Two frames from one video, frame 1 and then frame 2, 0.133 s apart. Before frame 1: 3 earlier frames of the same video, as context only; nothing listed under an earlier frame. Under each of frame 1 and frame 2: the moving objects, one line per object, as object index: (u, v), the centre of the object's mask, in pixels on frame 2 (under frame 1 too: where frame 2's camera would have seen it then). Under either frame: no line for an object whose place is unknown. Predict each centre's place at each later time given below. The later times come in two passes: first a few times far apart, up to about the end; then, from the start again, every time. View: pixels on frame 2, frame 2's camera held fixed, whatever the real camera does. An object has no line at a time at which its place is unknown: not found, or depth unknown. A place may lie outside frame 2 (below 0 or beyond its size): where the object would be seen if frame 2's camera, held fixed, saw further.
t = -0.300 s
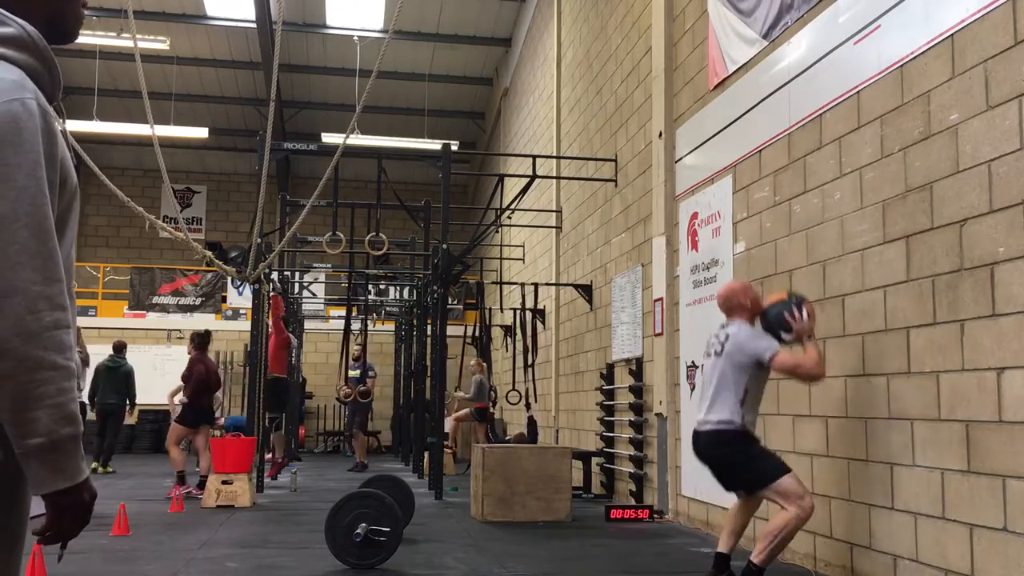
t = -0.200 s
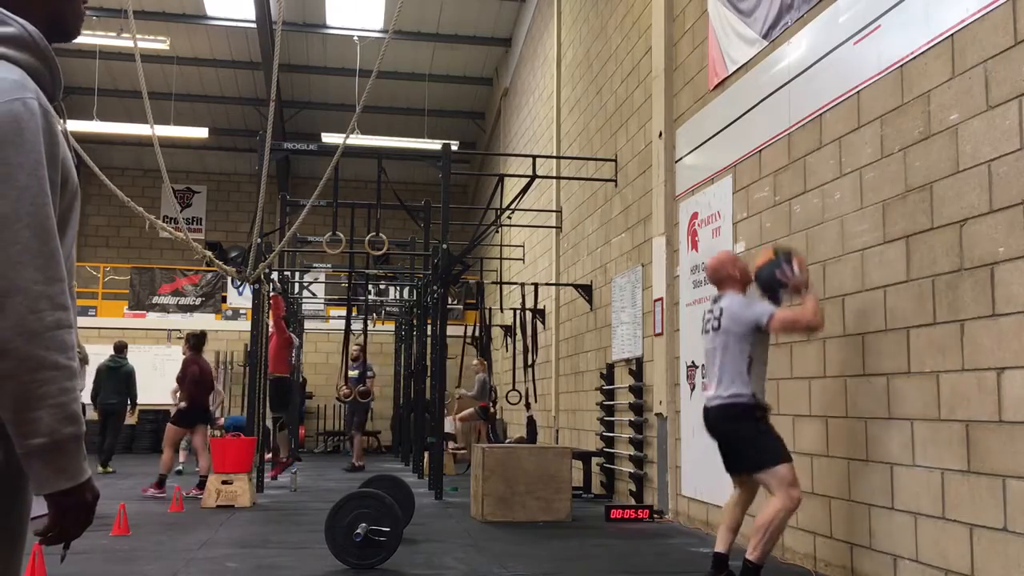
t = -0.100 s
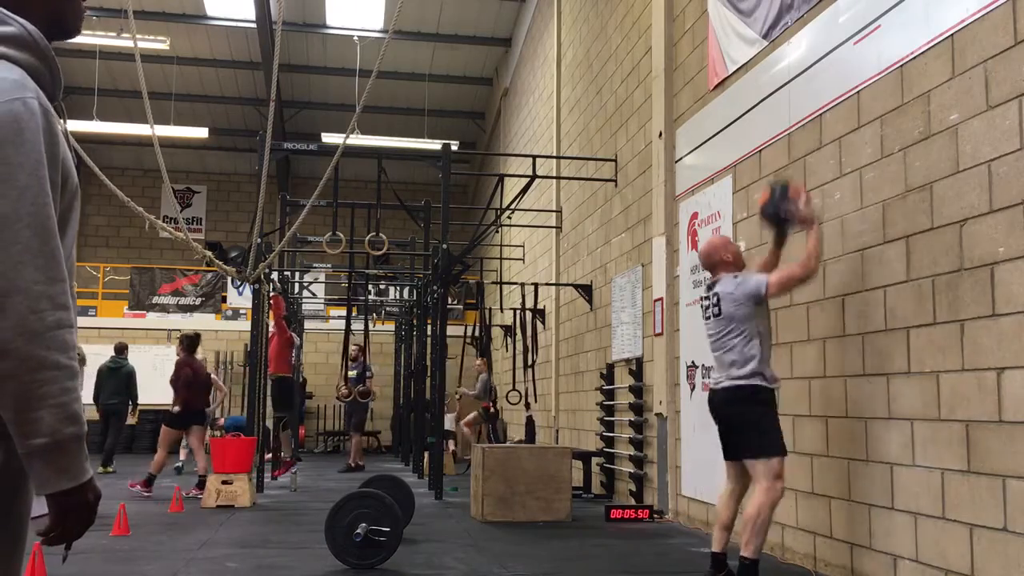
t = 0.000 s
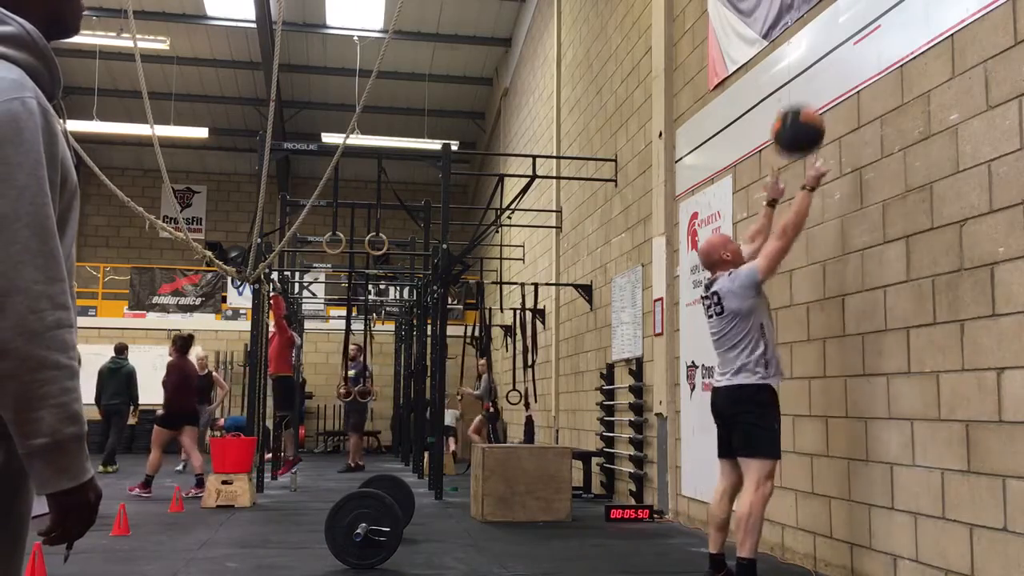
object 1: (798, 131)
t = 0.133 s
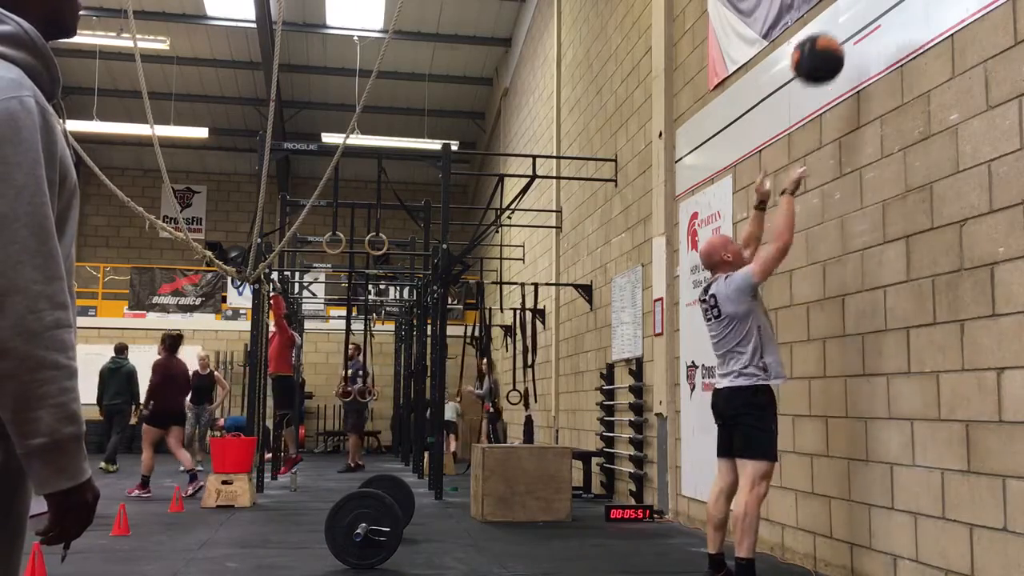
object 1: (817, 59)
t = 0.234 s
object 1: (833, 26)
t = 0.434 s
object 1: (829, 21)
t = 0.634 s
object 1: (807, 82)
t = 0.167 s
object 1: (822, 46)
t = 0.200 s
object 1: (827, 35)
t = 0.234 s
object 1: (833, 26)
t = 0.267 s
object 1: (837, 21)
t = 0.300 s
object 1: (844, 19)
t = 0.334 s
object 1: (841, 18)
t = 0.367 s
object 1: (836, 17)
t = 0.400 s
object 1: (833, 18)
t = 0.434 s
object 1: (829, 21)
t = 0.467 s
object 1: (826, 25)
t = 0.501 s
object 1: (822, 32)
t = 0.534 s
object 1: (819, 42)
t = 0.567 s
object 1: (815, 53)
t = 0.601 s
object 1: (811, 67)
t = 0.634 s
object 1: (807, 82)
